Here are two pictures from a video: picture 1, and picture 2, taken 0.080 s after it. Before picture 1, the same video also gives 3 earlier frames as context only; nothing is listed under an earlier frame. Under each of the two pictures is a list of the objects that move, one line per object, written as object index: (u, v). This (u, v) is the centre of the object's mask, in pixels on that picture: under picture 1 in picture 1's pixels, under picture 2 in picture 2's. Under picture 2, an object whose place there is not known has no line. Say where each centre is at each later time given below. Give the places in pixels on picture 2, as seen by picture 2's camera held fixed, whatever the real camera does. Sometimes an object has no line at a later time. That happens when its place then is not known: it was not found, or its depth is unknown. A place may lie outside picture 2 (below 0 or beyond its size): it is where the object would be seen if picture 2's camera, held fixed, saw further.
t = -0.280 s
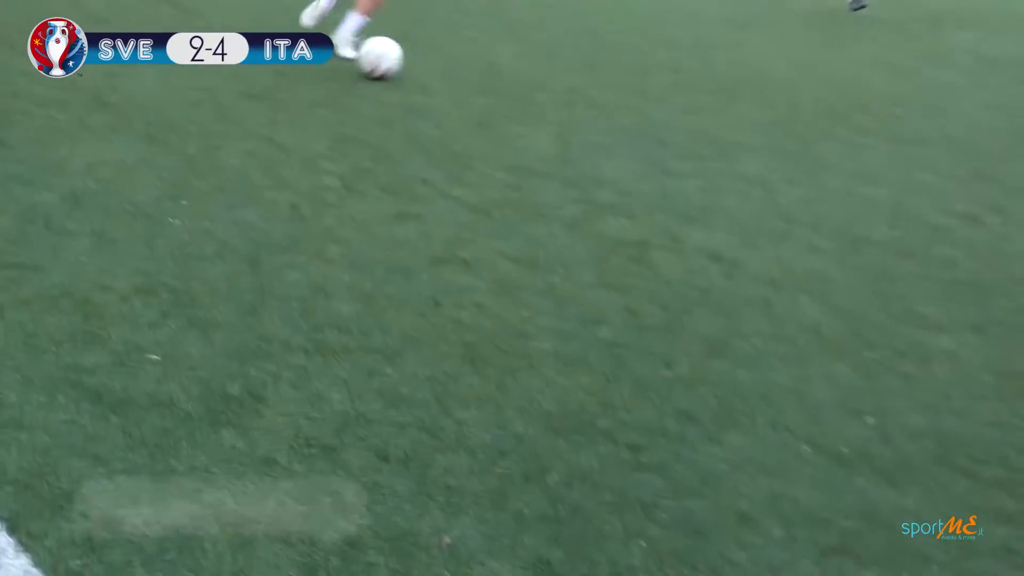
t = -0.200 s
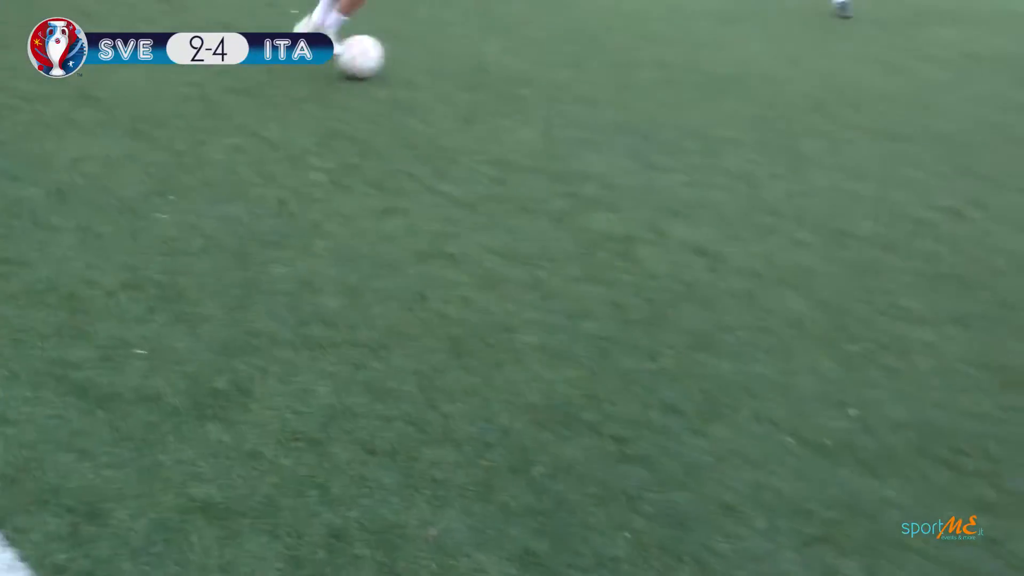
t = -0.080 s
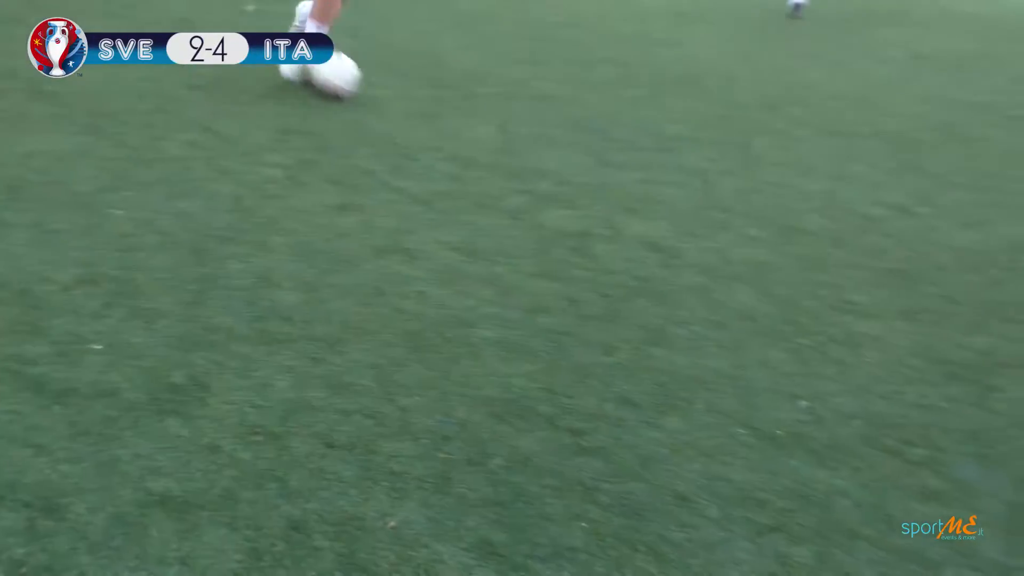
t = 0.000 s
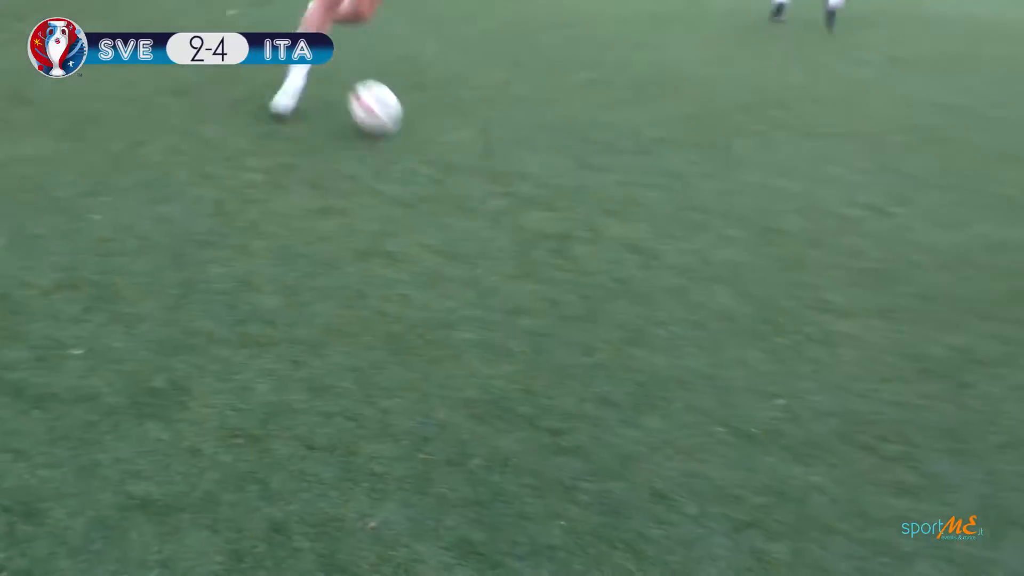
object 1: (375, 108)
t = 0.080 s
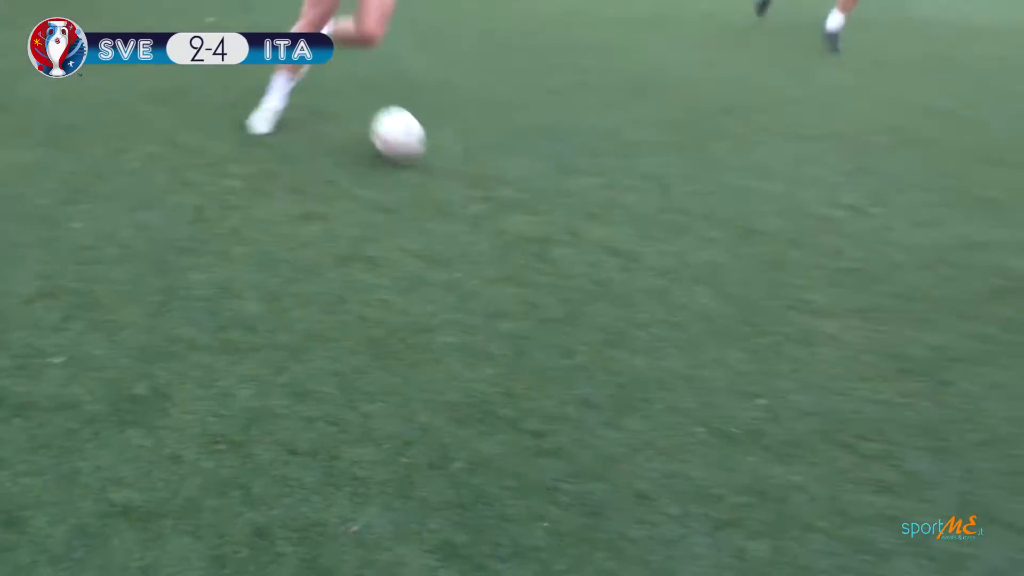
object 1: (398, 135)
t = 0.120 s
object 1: (419, 145)
